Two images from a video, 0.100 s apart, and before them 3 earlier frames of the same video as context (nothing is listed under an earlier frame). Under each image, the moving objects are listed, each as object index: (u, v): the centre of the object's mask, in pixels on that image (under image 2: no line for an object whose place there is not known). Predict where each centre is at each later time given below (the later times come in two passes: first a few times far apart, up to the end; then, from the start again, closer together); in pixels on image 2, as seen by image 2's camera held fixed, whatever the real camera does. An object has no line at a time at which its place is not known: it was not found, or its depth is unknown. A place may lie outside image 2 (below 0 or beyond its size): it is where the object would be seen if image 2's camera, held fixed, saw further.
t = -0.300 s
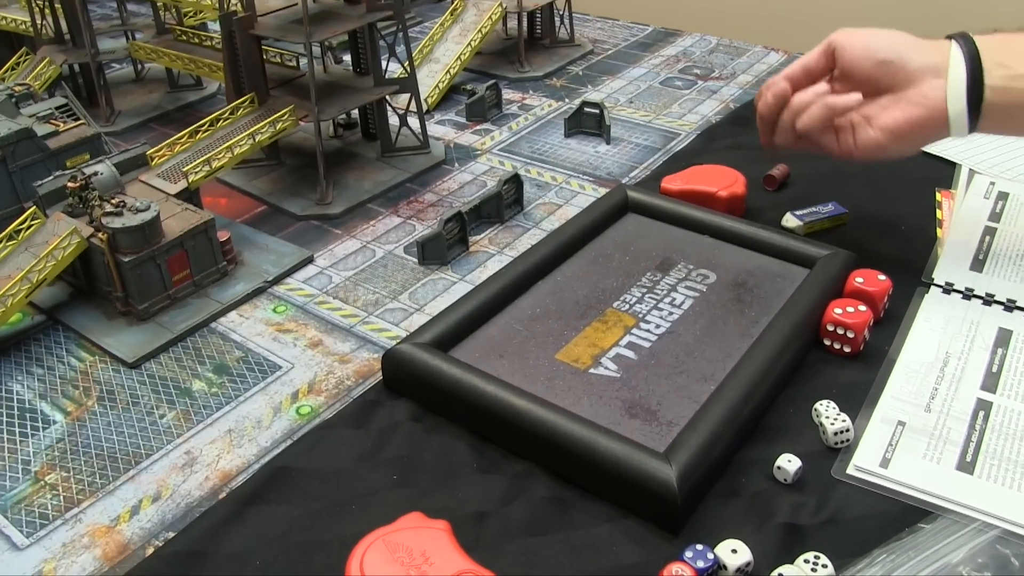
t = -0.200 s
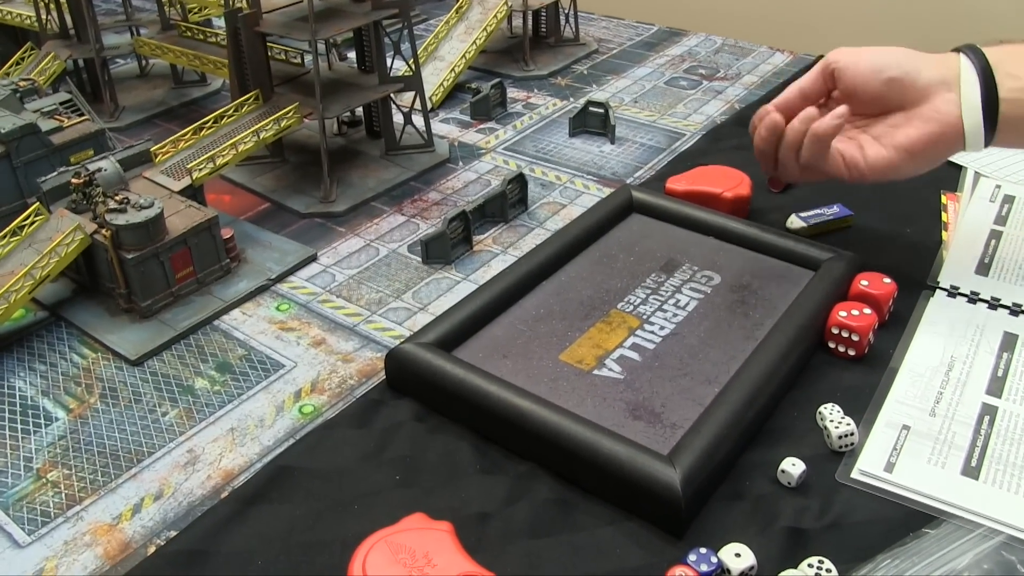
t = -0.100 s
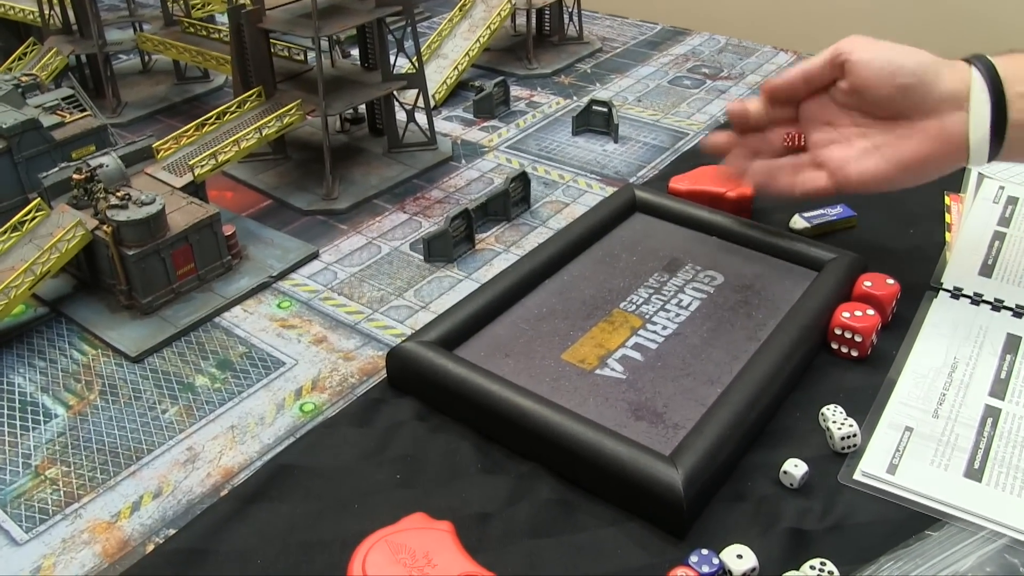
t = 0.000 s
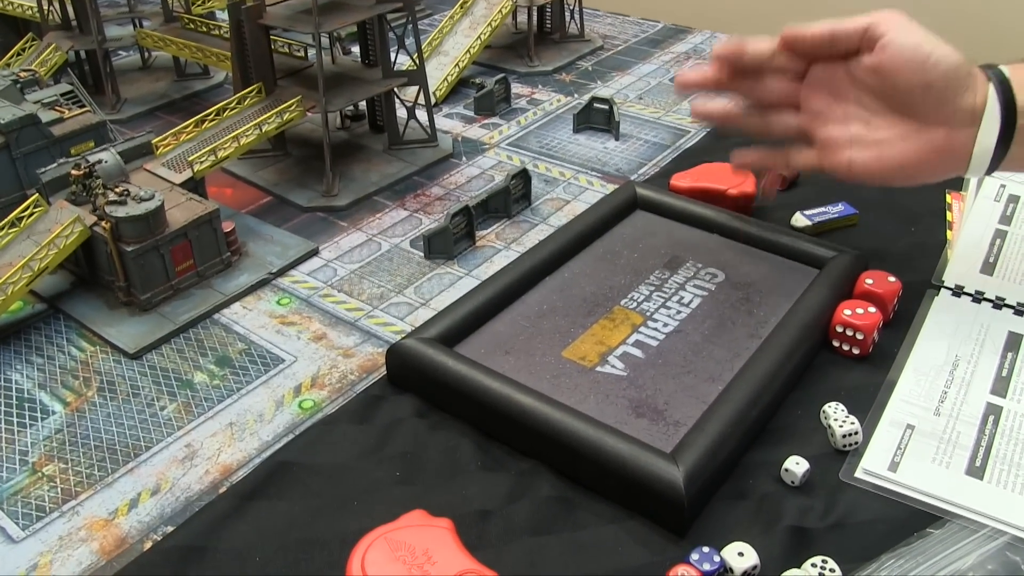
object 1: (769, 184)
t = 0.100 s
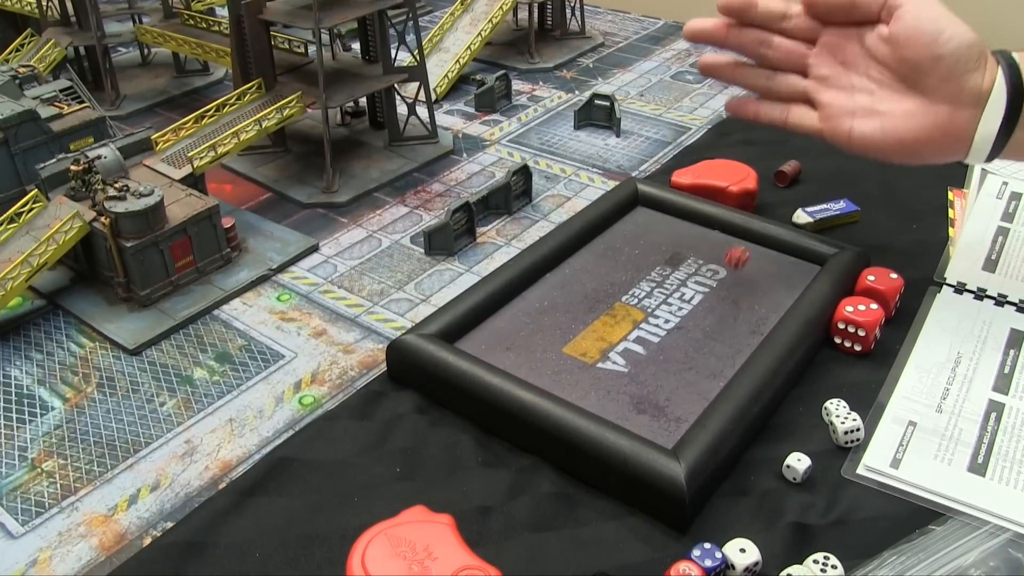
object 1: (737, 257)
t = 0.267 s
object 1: (696, 354)
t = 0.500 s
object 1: (653, 416)
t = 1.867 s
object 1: (552, 378)
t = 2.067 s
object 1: (552, 378)
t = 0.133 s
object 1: (727, 276)
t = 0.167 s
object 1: (716, 301)
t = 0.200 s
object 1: (710, 319)
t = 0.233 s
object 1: (704, 335)
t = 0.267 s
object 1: (696, 354)
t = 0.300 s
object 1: (686, 373)
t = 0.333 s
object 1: (674, 389)
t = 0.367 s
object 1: (660, 408)
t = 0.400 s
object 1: (648, 422)
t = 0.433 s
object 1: (648, 413)
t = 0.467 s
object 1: (650, 413)
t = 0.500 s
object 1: (653, 416)
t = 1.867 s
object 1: (552, 378)
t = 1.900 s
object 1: (552, 378)
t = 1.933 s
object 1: (553, 378)
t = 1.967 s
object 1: (553, 378)
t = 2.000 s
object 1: (553, 378)
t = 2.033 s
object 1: (553, 378)
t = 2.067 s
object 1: (552, 378)
